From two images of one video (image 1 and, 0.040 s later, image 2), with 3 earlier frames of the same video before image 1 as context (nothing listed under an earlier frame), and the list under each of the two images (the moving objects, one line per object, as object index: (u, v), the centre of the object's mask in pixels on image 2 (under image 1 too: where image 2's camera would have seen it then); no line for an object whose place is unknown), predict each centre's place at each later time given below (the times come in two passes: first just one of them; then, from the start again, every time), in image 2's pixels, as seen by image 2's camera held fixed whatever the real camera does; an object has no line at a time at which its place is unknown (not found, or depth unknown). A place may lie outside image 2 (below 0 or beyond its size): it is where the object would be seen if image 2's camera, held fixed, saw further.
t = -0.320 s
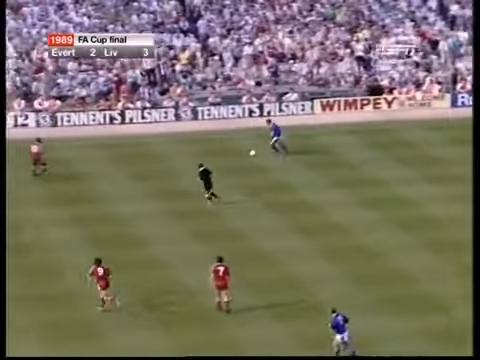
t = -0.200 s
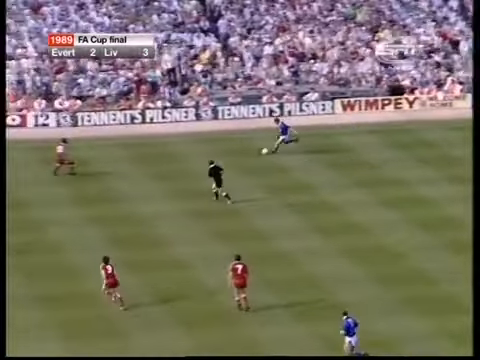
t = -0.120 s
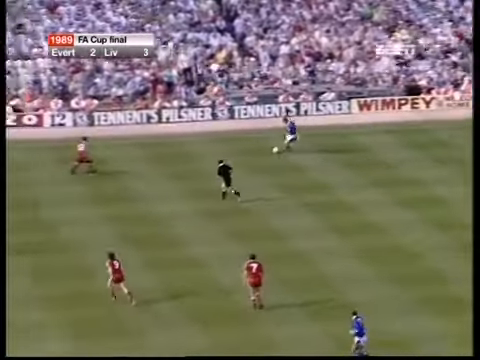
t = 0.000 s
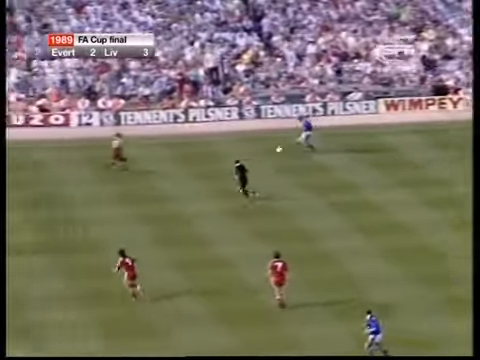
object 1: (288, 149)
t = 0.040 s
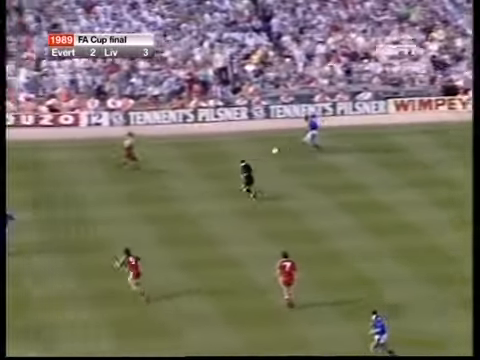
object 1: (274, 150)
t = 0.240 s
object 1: (210, 164)
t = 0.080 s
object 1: (261, 151)
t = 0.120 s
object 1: (248, 155)
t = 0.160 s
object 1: (236, 156)
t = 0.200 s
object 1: (222, 160)
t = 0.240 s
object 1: (210, 164)
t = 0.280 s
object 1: (198, 167)
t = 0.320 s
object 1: (186, 172)
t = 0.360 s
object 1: (174, 176)
